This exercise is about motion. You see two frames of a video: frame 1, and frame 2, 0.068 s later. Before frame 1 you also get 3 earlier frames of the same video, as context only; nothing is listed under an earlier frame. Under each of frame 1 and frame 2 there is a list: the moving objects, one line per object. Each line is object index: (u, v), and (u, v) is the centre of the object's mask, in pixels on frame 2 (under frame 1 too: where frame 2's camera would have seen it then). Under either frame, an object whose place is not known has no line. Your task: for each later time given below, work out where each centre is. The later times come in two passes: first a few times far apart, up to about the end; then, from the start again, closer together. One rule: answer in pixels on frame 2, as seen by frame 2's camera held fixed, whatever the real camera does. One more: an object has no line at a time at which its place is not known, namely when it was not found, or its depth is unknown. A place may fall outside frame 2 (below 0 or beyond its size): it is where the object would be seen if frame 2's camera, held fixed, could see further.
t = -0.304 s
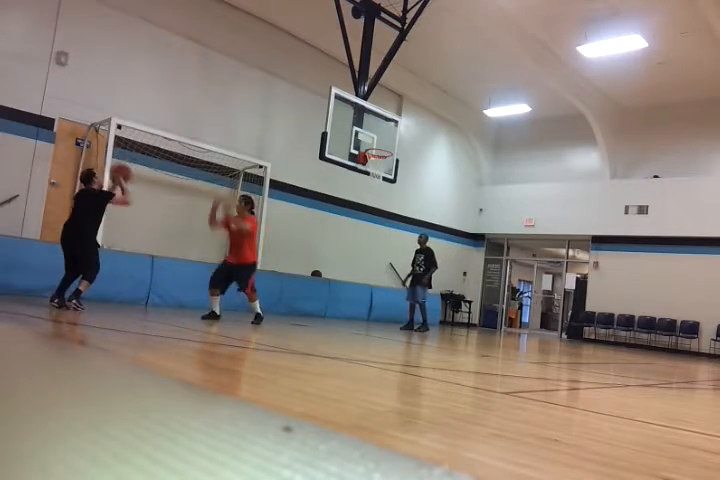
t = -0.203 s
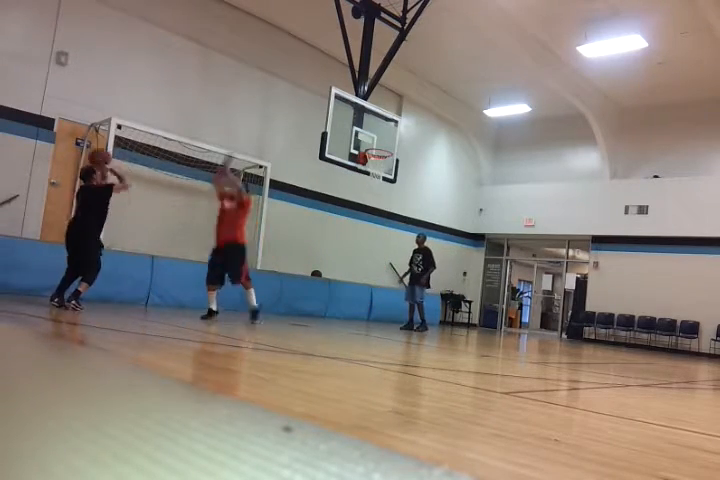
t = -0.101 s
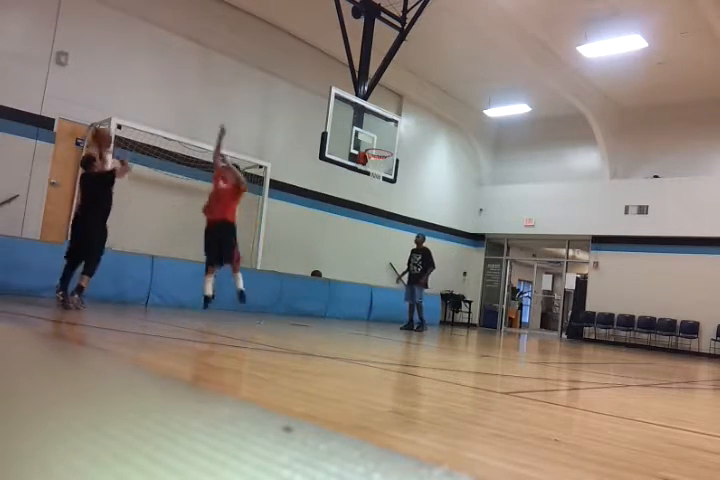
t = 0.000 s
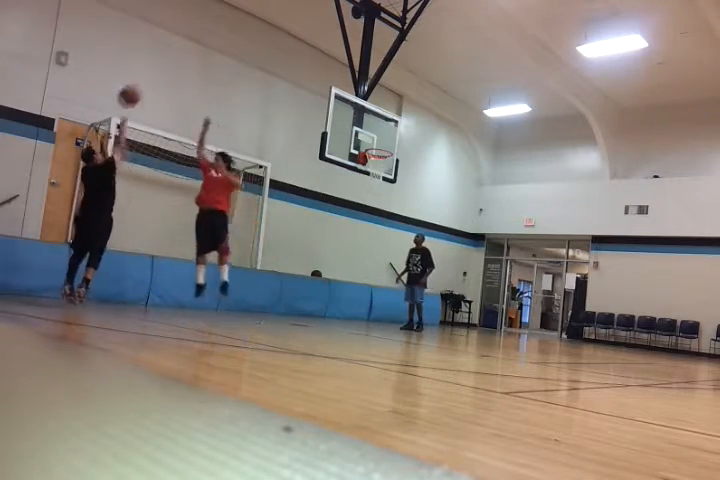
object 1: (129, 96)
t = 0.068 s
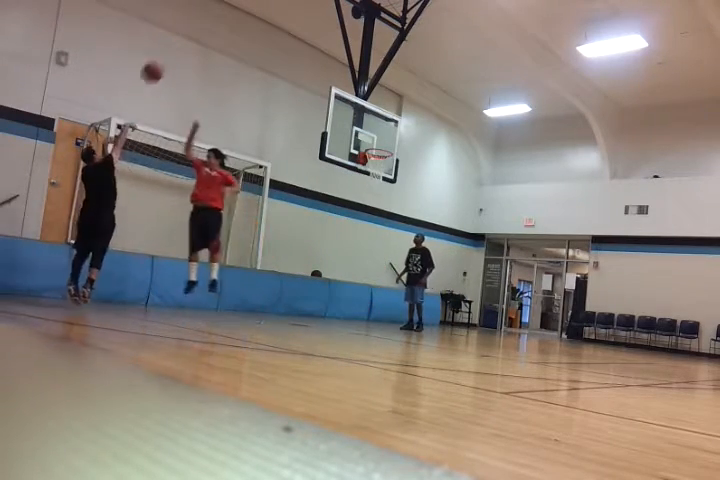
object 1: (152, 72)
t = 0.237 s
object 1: (203, 31)
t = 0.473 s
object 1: (258, 12)
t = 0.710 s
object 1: (302, 30)
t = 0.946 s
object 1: (337, 80)
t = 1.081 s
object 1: (355, 118)
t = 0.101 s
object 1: (162, 62)
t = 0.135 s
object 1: (173, 53)
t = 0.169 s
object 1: (182, 45)
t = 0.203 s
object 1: (193, 38)
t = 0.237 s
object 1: (203, 31)
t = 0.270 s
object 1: (211, 26)
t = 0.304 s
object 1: (220, 22)
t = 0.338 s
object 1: (229, 18)
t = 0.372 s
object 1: (236, 16)
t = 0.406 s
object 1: (245, 14)
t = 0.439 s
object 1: (251, 13)
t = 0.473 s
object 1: (258, 12)
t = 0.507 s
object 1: (265, 13)
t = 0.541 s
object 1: (272, 14)
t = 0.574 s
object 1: (279, 16)
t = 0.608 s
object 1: (285, 19)
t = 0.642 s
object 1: (291, 22)
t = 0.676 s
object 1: (298, 25)
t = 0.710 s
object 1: (302, 30)
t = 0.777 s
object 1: (313, 42)
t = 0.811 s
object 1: (318, 48)
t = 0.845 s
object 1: (323, 55)
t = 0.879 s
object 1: (328, 63)
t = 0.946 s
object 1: (337, 80)
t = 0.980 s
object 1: (341, 89)
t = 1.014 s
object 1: (345, 100)
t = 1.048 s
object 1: (352, 110)
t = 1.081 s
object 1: (355, 118)
